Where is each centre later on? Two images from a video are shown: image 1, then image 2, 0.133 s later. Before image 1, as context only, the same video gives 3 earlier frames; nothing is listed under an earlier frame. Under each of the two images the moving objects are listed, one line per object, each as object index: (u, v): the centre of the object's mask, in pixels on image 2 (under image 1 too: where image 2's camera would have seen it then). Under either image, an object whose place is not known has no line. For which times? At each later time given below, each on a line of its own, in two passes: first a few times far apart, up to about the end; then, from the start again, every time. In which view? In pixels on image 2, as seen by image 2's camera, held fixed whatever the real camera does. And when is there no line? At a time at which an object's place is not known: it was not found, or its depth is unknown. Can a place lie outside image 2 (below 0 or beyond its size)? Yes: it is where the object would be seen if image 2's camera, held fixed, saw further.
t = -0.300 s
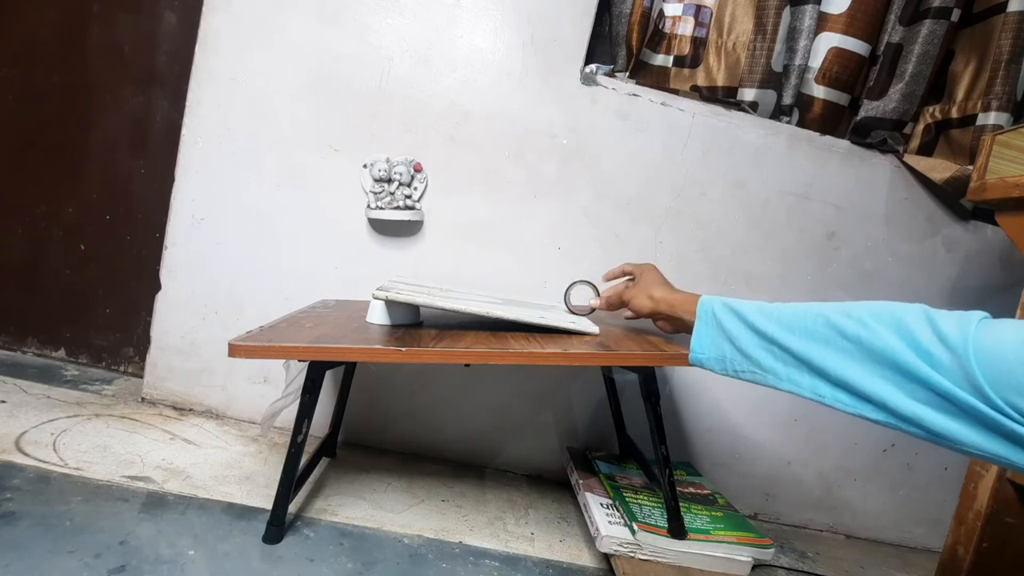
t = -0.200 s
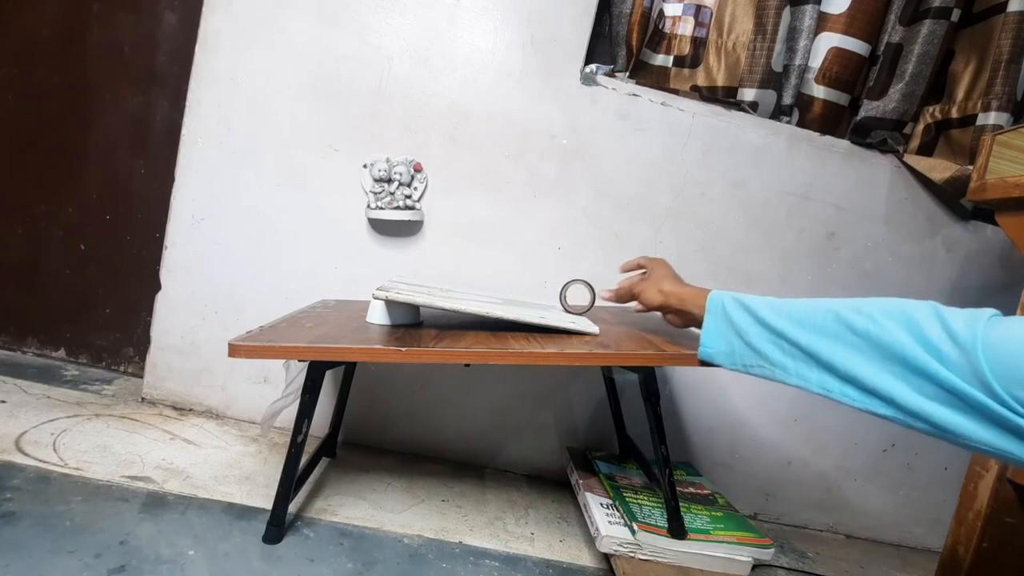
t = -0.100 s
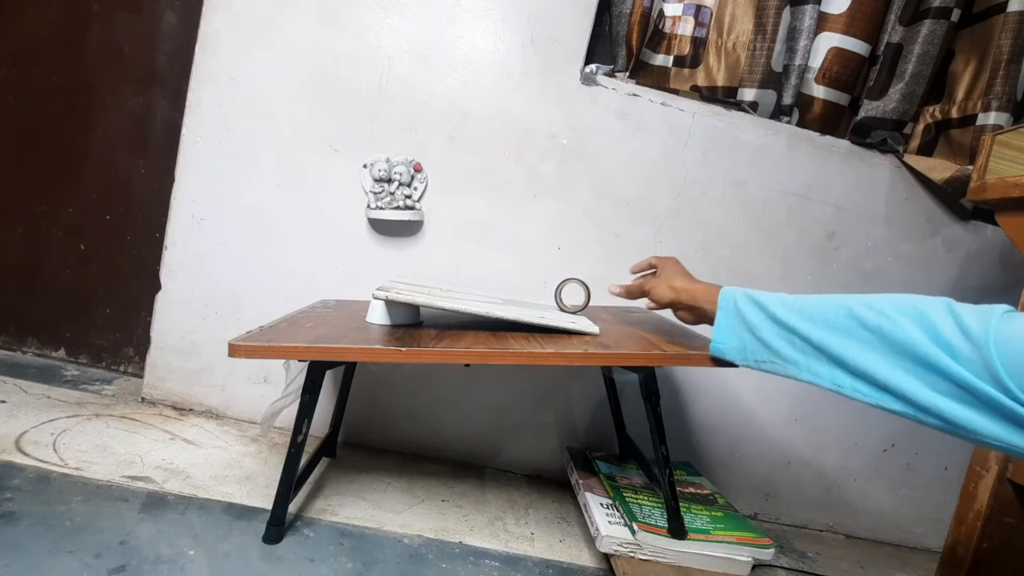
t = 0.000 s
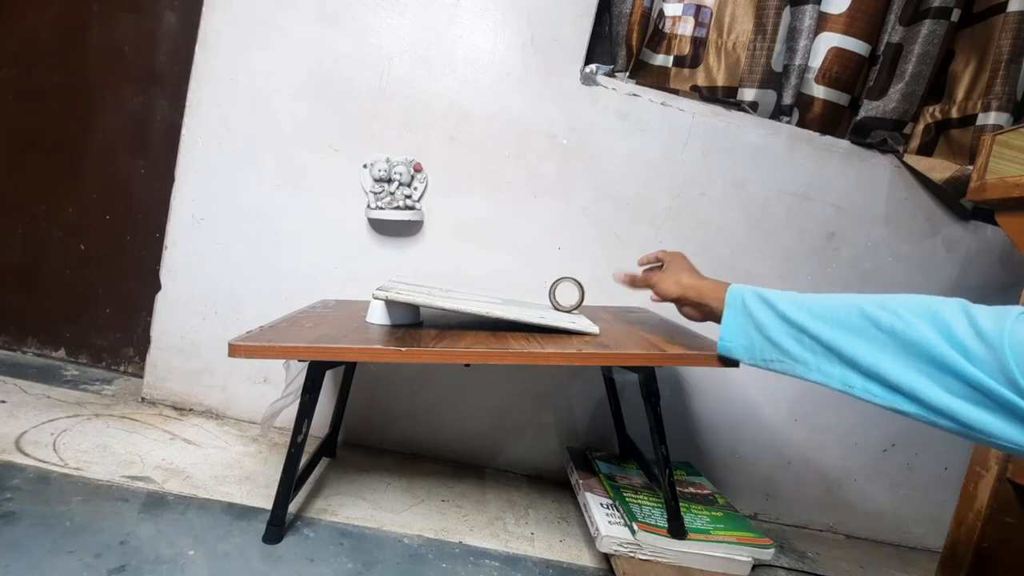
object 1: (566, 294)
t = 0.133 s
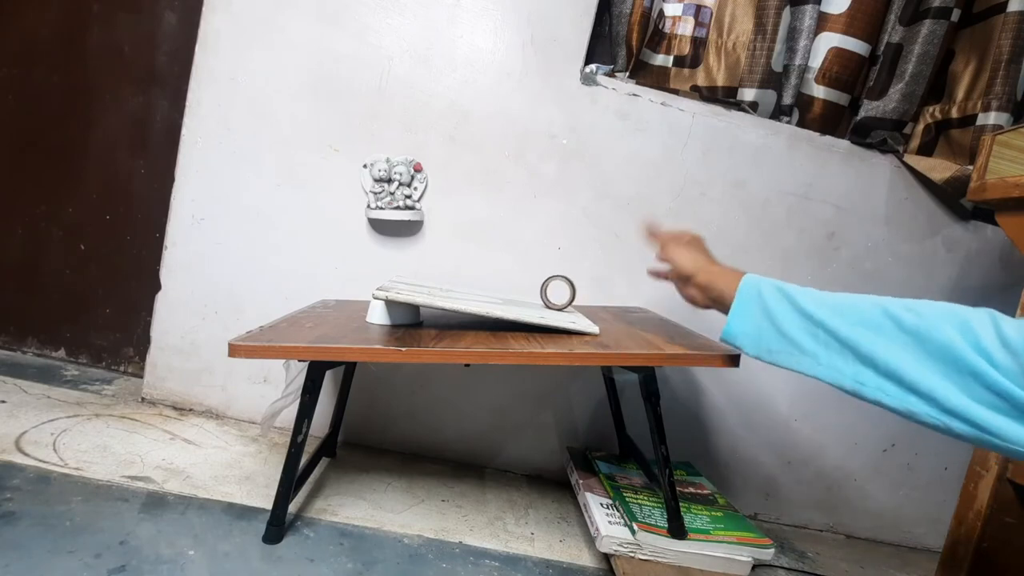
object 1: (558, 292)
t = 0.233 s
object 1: (550, 291)
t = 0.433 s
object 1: (530, 287)
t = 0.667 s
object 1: (503, 282)
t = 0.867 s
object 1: (475, 276)
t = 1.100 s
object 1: (436, 268)
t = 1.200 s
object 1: (418, 265)
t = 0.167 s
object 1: (555, 292)
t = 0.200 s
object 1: (553, 291)
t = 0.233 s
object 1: (550, 291)
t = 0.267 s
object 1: (547, 290)
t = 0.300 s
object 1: (544, 290)
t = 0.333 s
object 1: (541, 289)
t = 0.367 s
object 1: (537, 288)
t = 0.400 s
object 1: (534, 288)
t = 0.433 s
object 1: (530, 287)
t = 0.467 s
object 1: (527, 286)
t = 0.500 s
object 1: (523, 285)
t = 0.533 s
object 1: (519, 285)
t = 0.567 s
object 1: (516, 284)
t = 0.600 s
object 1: (512, 283)
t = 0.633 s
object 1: (508, 282)
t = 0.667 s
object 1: (503, 282)
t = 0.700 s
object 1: (499, 281)
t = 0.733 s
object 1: (495, 280)
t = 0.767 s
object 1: (490, 279)
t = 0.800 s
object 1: (485, 278)
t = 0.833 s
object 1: (480, 277)
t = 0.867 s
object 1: (475, 276)
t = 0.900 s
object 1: (470, 275)
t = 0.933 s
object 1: (464, 274)
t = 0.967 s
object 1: (459, 273)
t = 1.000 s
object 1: (453, 272)
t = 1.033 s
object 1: (448, 270)
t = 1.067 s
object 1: (442, 269)
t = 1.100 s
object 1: (436, 268)
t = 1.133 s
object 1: (430, 267)
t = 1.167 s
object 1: (424, 266)
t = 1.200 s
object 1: (418, 265)
